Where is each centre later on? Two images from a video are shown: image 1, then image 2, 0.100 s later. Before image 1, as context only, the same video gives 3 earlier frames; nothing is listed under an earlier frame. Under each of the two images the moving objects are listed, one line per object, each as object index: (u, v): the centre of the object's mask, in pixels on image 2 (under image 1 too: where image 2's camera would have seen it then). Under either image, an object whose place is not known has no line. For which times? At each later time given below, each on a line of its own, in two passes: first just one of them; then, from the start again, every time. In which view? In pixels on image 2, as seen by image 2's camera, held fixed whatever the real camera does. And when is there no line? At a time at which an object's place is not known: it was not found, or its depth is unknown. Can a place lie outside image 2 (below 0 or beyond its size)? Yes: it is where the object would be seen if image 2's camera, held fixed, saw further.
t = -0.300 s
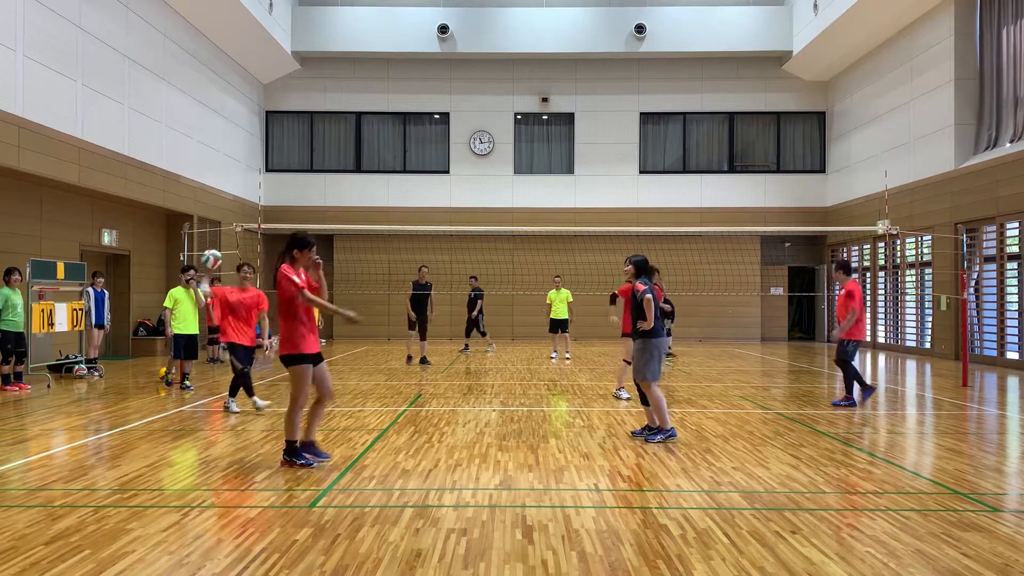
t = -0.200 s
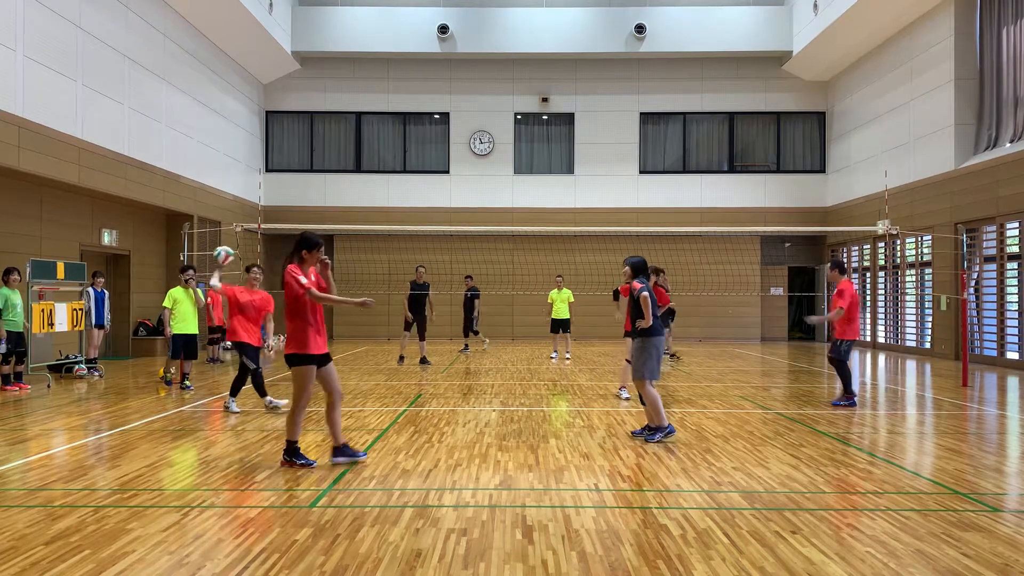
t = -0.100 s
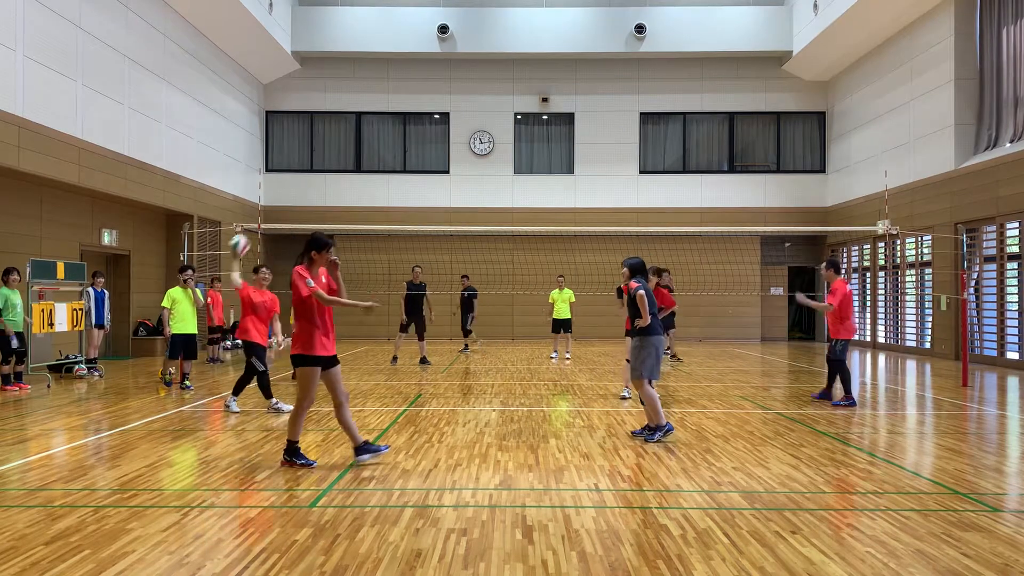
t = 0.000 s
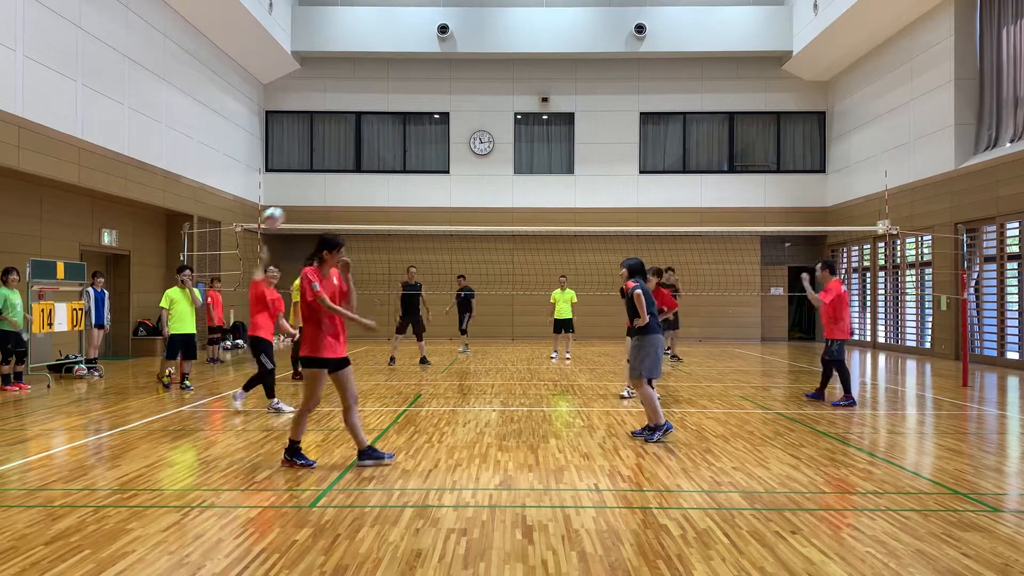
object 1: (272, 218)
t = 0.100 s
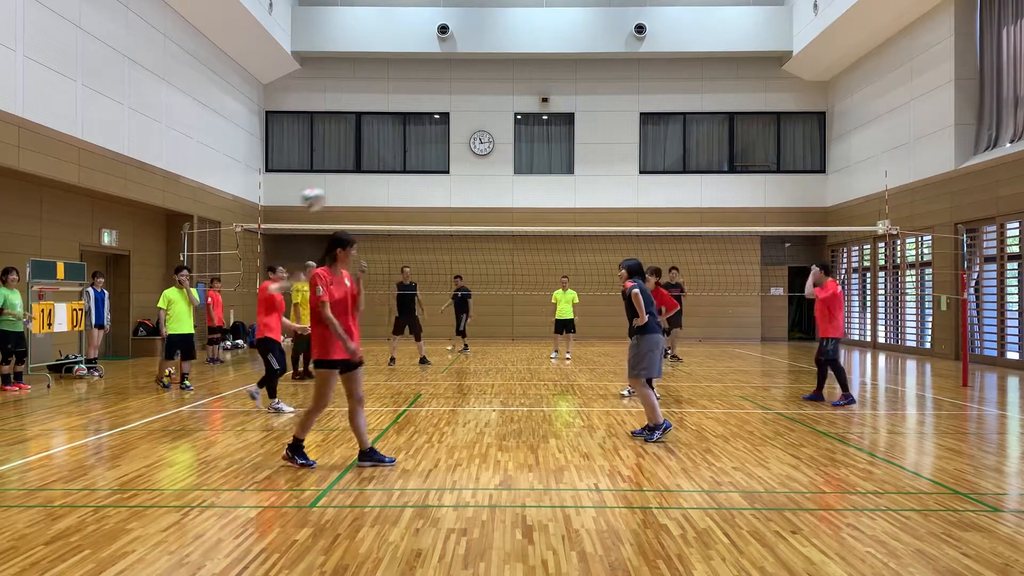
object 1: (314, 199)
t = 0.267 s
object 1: (391, 185)
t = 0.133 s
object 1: (324, 194)
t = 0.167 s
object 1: (342, 190)
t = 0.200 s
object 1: (359, 187)
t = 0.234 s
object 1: (374, 186)
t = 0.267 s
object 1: (391, 185)
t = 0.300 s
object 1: (407, 185)
